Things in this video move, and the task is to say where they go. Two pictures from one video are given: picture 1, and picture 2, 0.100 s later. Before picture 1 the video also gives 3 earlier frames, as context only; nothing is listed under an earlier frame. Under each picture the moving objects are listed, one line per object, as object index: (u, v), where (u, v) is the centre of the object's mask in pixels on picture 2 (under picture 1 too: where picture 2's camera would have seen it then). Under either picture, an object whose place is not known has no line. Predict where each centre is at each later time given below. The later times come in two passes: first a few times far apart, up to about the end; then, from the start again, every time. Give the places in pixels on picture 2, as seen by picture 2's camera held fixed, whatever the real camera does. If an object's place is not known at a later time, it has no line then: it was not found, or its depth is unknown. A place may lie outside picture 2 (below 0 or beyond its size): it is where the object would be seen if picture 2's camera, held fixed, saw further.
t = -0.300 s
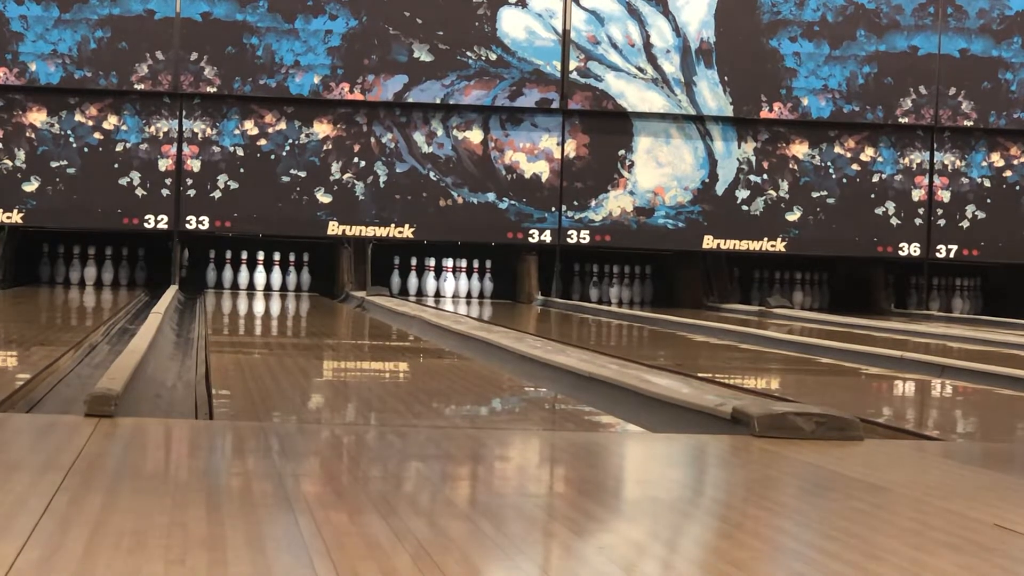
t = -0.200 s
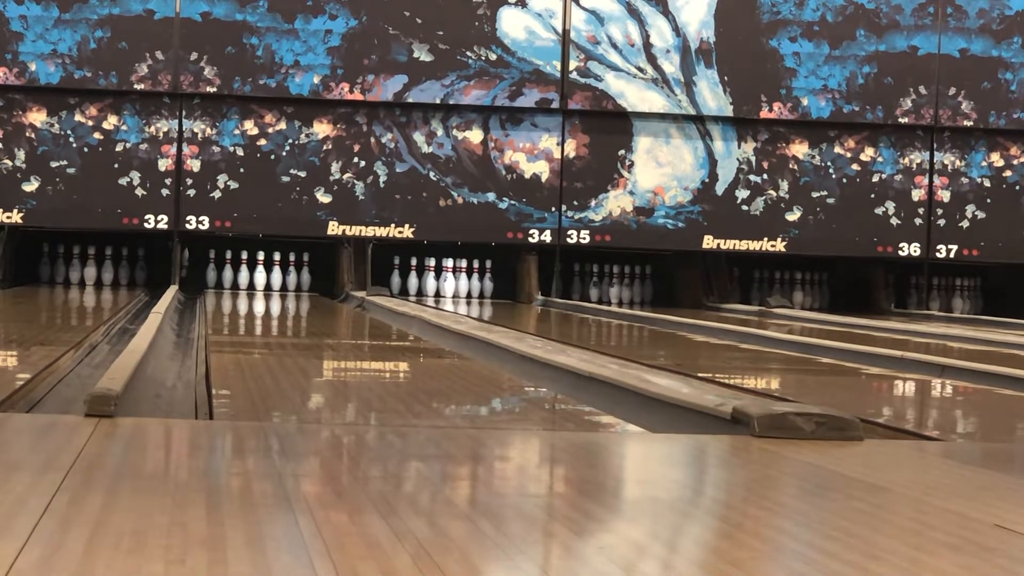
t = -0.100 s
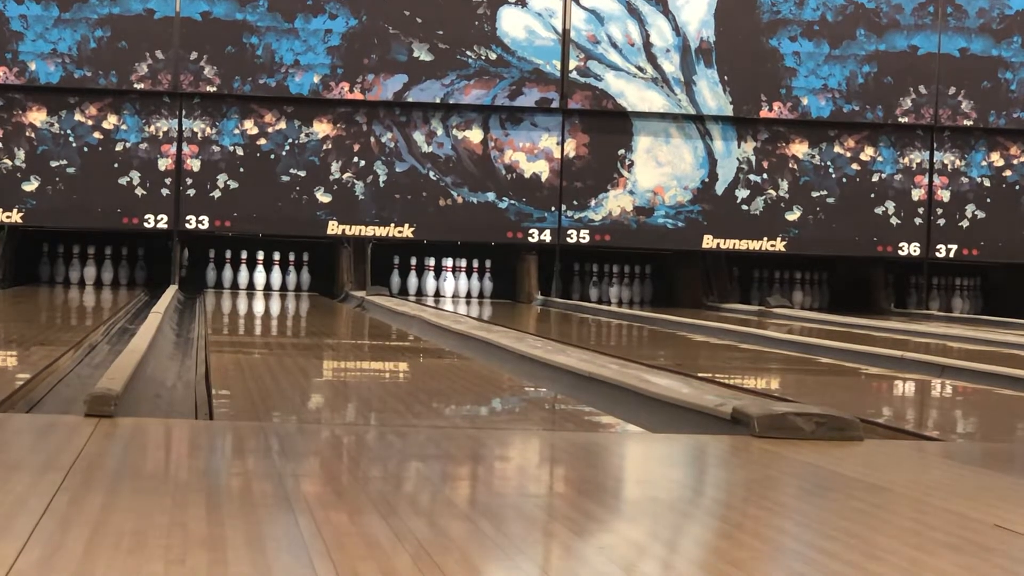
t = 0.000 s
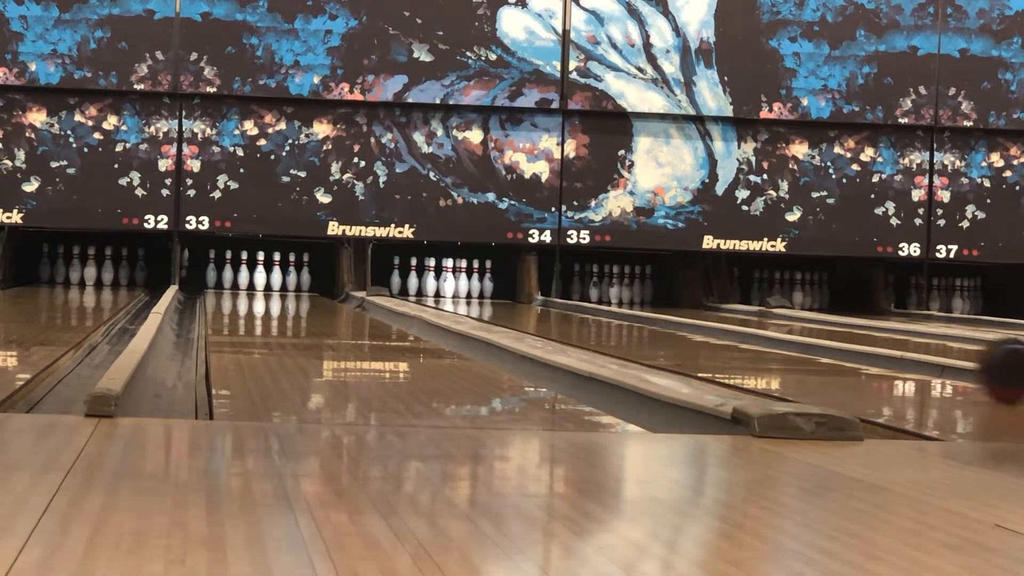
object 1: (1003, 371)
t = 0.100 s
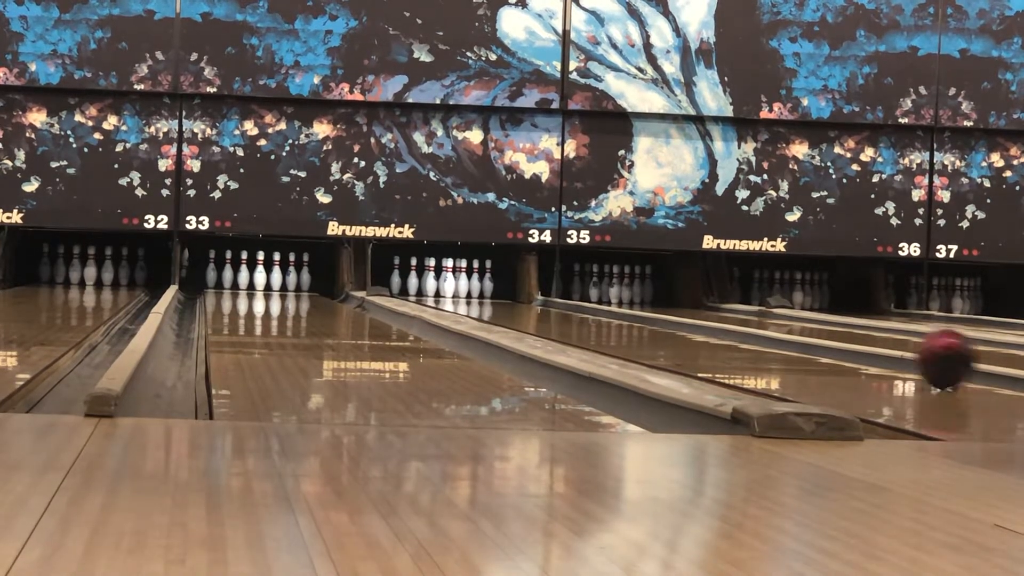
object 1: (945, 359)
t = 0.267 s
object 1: (862, 346)
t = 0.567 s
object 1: (755, 327)
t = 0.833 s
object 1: (686, 316)
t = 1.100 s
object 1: (632, 307)
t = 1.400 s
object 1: (580, 300)
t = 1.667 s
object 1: (541, 295)
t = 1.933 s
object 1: (501, 291)
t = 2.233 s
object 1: (462, 286)
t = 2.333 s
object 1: (461, 289)
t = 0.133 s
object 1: (927, 356)
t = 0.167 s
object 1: (909, 353)
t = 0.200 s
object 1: (893, 350)
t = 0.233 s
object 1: (877, 348)
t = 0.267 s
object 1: (862, 346)
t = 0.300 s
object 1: (848, 344)
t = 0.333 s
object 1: (834, 341)
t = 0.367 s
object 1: (821, 339)
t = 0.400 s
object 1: (809, 337)
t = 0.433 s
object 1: (797, 335)
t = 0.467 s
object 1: (785, 332)
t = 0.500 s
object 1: (775, 330)
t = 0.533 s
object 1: (764, 329)
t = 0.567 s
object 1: (755, 327)
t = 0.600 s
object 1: (745, 326)
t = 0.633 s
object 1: (735, 324)
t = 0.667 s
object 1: (727, 323)
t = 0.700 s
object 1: (718, 321)
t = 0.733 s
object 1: (709, 320)
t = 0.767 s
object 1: (702, 319)
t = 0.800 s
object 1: (694, 317)
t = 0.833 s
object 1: (686, 316)
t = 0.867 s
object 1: (678, 315)
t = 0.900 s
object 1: (671, 314)
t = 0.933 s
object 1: (665, 313)
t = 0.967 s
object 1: (657, 311)
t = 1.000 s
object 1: (651, 310)
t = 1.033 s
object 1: (644, 309)
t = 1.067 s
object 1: (638, 308)
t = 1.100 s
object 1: (632, 307)
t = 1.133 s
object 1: (625, 306)
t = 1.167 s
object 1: (620, 306)
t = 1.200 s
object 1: (614, 305)
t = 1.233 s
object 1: (608, 305)
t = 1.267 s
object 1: (602, 303)
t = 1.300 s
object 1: (597, 302)
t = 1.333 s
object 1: (592, 302)
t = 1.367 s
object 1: (586, 300)
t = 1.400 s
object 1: (580, 300)
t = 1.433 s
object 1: (575, 299)
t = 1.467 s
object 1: (571, 299)
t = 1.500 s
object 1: (565, 297)
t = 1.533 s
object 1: (560, 297)
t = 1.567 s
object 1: (555, 296)
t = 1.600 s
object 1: (551, 296)
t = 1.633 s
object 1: (545, 296)
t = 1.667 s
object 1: (541, 295)
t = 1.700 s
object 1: (536, 294)
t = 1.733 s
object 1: (531, 294)
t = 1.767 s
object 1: (525, 293)
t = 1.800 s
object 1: (519, 293)
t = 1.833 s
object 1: (513, 292)
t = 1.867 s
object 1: (510, 292)
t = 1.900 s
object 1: (506, 292)
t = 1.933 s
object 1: (501, 291)
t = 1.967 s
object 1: (496, 291)
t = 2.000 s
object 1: (491, 291)
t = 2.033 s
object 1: (487, 290)
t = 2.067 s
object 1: (483, 288)
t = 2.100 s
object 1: (478, 288)
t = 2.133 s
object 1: (473, 288)
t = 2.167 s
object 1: (468, 288)
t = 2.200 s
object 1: (464, 287)
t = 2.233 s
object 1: (462, 286)
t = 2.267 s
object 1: (461, 286)
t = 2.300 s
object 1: (461, 288)
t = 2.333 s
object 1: (461, 289)
